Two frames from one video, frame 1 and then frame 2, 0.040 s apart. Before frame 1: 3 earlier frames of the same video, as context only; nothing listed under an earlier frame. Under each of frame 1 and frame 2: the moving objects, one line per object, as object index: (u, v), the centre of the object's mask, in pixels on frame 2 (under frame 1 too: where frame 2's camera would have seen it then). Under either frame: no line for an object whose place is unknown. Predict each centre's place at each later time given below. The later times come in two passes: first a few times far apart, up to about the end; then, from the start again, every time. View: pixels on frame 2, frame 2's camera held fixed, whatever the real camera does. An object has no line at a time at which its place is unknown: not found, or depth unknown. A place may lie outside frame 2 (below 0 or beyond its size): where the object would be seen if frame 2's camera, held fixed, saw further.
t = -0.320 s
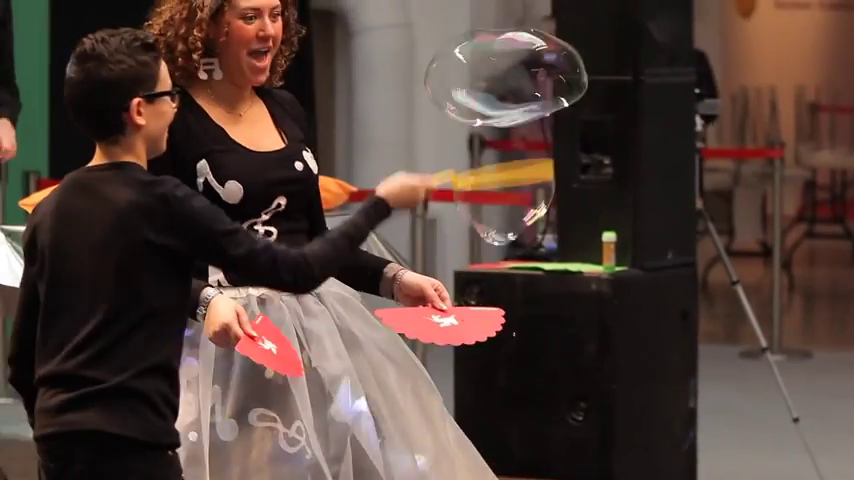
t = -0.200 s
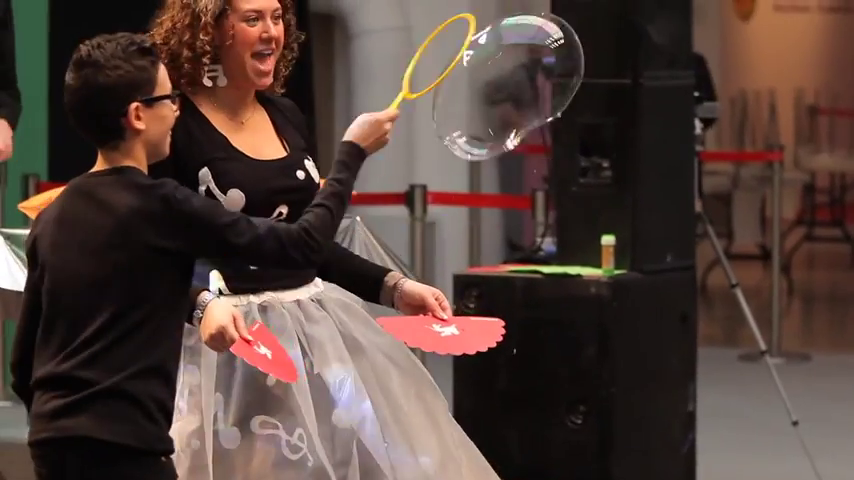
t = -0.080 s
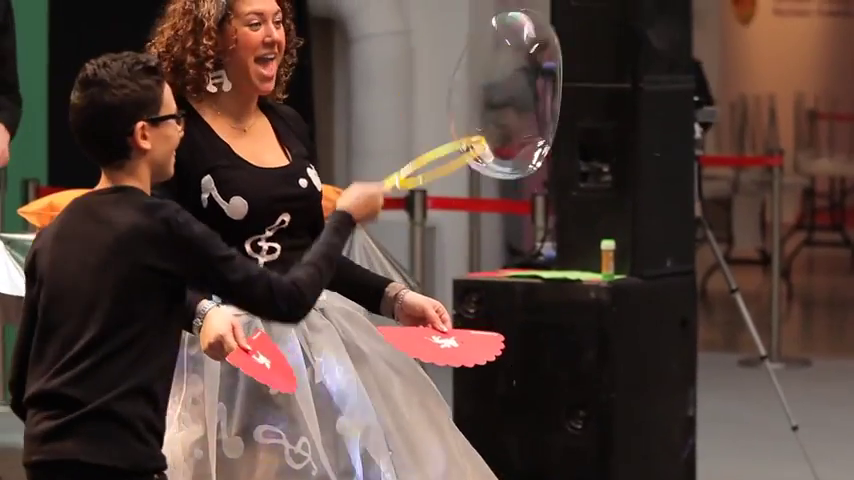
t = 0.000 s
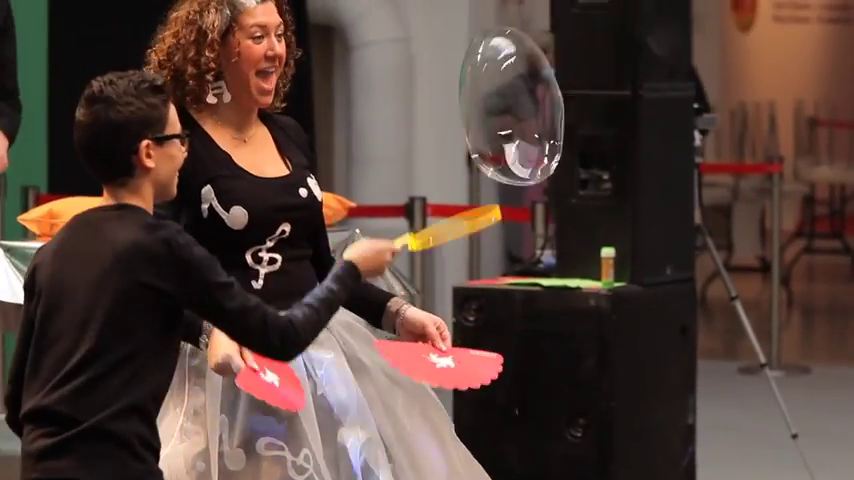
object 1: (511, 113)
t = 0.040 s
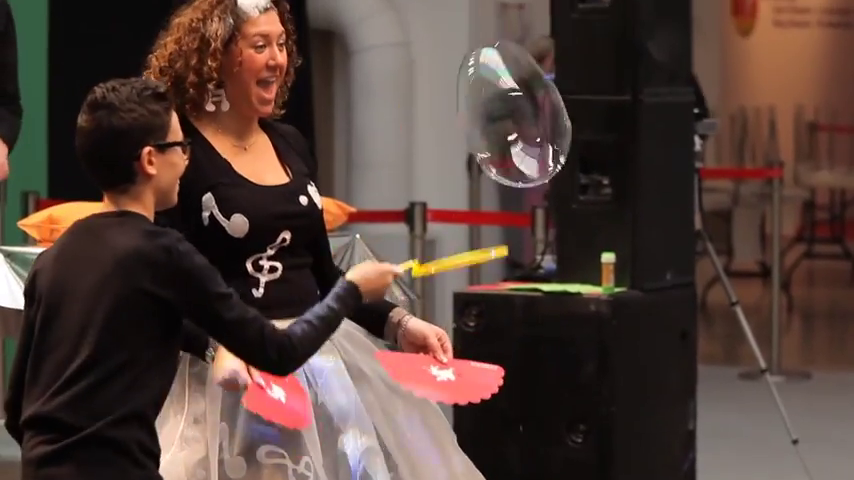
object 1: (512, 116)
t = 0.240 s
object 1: (520, 130)
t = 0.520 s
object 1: (531, 158)
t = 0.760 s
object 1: (535, 188)
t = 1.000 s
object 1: (556, 222)
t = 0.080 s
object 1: (512, 119)
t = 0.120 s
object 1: (514, 123)
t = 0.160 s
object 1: (516, 127)
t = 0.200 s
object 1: (518, 128)
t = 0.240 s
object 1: (520, 130)
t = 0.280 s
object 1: (522, 135)
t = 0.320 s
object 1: (524, 138)
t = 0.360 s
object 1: (526, 143)
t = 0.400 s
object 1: (527, 148)
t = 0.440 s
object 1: (527, 152)
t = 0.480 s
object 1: (529, 155)
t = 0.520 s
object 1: (531, 158)
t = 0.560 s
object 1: (531, 160)
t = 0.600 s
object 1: (533, 164)
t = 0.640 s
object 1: (533, 170)
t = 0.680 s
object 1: (534, 177)
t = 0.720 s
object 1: (533, 183)
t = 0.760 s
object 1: (535, 188)
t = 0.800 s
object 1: (538, 193)
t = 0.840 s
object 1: (541, 197)
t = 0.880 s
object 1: (545, 204)
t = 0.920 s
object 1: (550, 211)
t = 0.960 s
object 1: (553, 218)
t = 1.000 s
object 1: (556, 222)
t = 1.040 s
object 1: (558, 226)
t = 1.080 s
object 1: (562, 232)
